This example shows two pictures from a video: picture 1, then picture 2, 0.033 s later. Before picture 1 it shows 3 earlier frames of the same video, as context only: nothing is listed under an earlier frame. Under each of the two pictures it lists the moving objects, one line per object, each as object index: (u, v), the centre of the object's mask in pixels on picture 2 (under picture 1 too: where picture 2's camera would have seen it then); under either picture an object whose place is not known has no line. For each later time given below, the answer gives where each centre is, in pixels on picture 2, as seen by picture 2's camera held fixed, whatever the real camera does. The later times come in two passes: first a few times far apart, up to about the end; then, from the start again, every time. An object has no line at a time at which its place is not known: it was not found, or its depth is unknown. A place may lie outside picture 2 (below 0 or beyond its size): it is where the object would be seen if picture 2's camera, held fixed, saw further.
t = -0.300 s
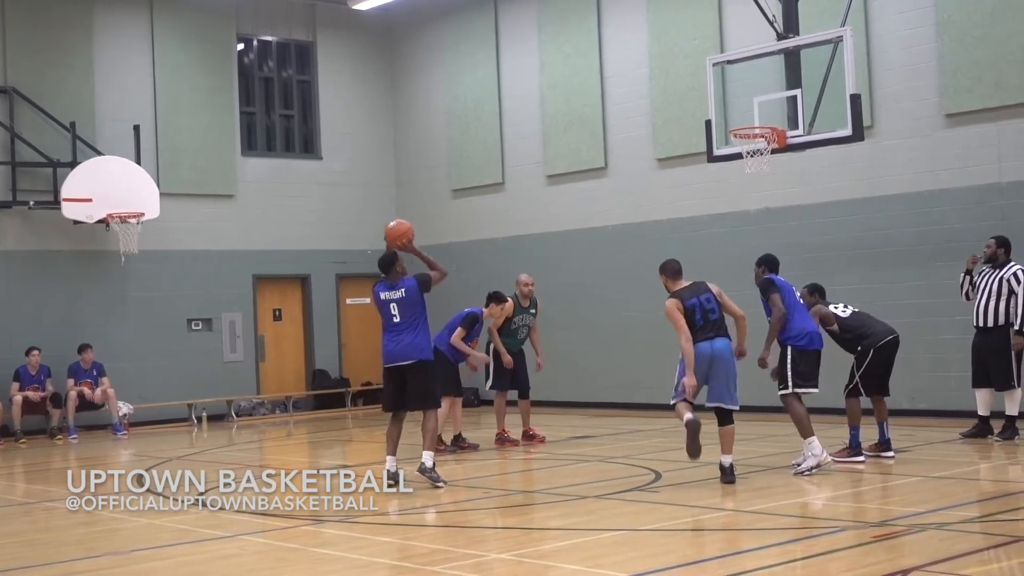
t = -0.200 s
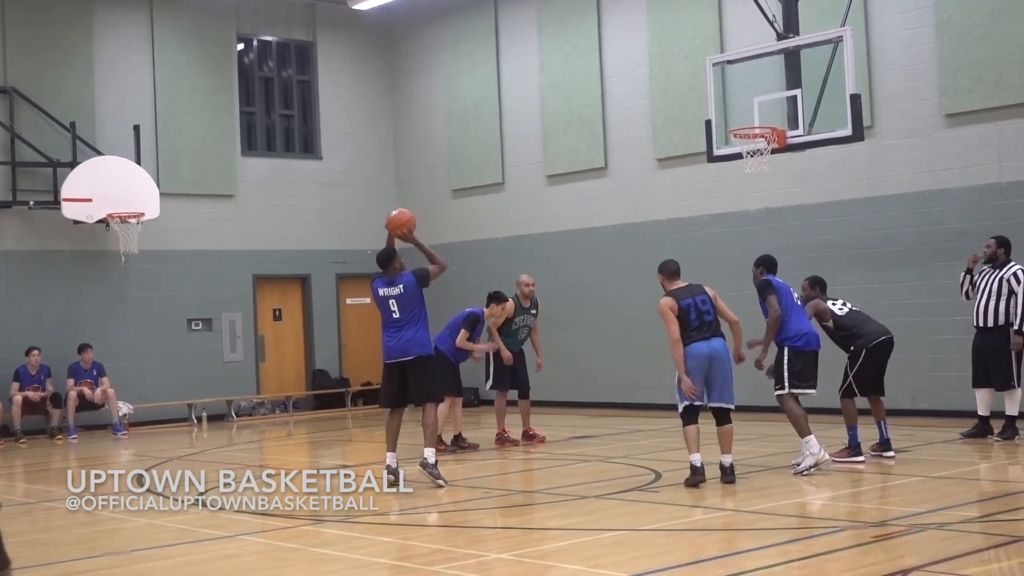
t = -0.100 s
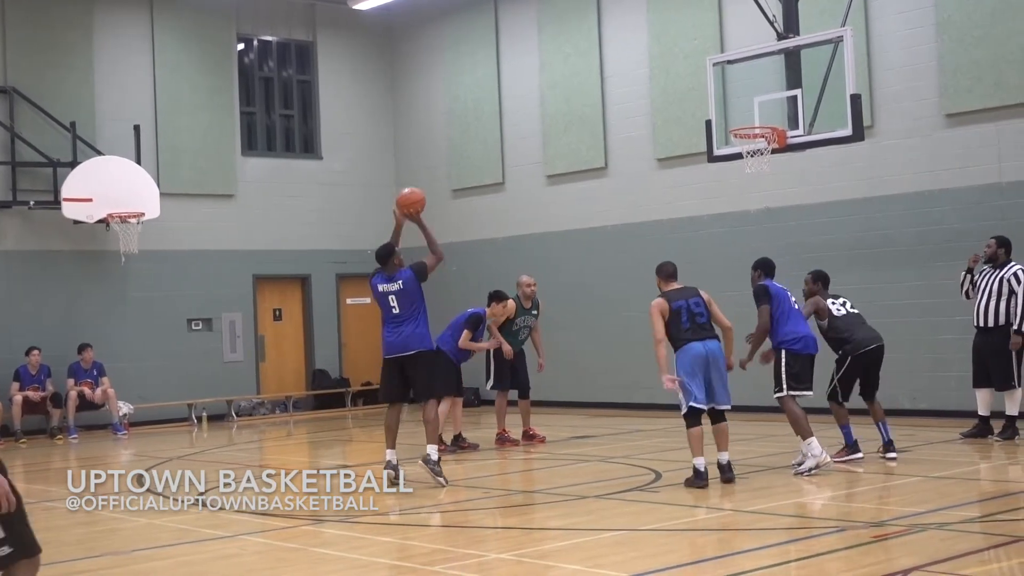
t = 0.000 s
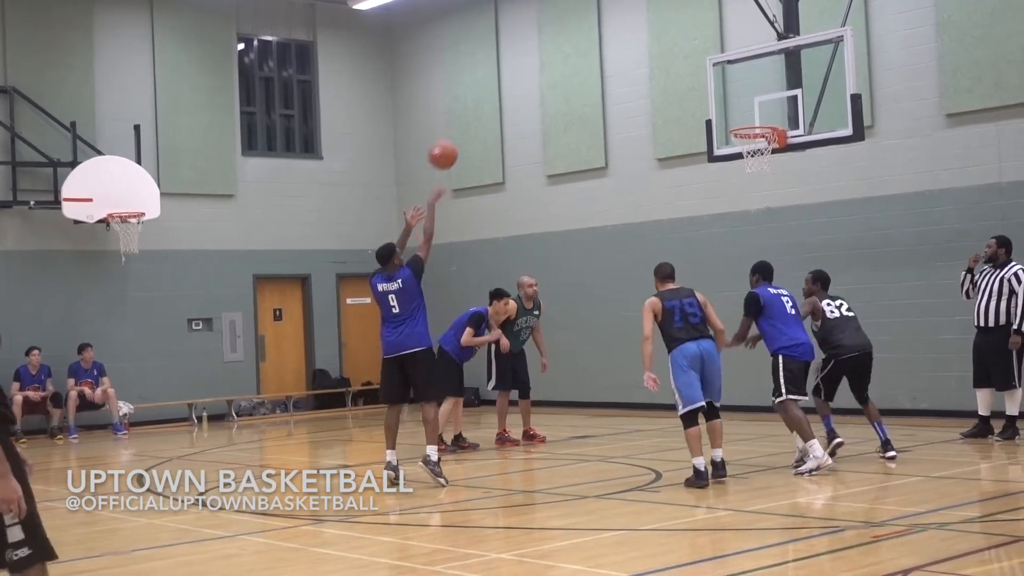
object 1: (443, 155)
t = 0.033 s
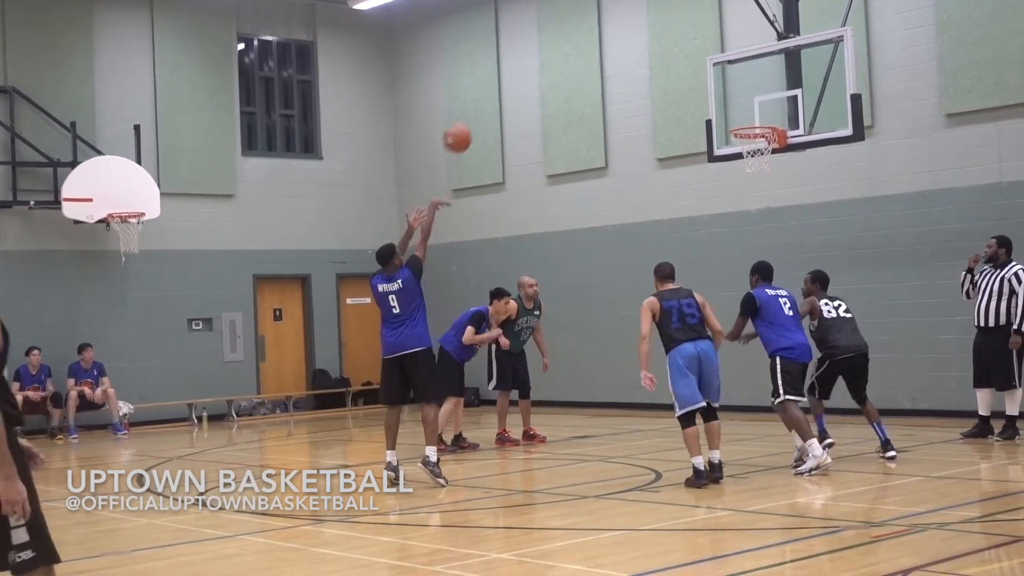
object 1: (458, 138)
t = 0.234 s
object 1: (540, 72)
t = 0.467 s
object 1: (628, 54)
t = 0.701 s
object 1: (709, 91)
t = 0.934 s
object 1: (755, 98)
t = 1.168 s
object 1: (781, 102)
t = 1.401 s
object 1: (764, 115)
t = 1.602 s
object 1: (742, 117)
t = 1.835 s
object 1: (736, 119)
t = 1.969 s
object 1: (739, 120)
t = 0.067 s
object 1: (471, 124)
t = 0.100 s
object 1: (485, 110)
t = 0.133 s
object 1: (499, 98)
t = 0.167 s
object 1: (513, 88)
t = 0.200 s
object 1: (526, 79)
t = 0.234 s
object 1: (540, 72)
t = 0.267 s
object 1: (552, 65)
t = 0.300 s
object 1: (566, 60)
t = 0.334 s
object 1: (578, 56)
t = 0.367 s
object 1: (591, 54)
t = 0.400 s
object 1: (603, 53)
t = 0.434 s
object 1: (616, 53)
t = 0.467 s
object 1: (628, 54)
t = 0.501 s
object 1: (640, 56)
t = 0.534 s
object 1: (651, 59)
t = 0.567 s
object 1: (664, 64)
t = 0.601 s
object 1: (675, 69)
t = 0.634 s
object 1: (686, 76)
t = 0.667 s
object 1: (697, 83)
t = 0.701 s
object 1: (709, 91)
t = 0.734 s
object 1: (720, 101)
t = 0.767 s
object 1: (731, 111)
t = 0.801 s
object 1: (738, 117)
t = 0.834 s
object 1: (742, 110)
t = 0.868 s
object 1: (746, 105)
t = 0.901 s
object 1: (750, 101)
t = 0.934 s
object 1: (755, 98)
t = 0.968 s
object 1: (759, 95)
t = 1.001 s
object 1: (763, 94)
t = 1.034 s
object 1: (767, 94)
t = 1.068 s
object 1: (771, 95)
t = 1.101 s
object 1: (775, 97)
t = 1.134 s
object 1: (779, 100)
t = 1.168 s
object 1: (781, 102)
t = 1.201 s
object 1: (780, 103)
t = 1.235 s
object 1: (778, 105)
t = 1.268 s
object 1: (776, 108)
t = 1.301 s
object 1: (774, 111)
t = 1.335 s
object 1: (772, 116)
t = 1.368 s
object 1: (768, 116)
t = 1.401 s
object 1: (764, 115)
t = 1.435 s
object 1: (759, 114)
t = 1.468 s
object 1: (755, 115)
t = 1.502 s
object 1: (751, 116)
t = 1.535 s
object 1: (746, 118)
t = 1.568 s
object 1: (743, 118)
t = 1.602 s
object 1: (742, 117)
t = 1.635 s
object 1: (740, 117)
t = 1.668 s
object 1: (739, 117)
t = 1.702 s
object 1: (737, 118)
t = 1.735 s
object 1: (736, 119)
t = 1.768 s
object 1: (735, 118)
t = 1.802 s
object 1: (735, 118)
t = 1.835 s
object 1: (736, 119)
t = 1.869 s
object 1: (736, 119)
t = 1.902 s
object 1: (736, 119)
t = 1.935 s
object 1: (737, 119)
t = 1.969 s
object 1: (739, 120)
